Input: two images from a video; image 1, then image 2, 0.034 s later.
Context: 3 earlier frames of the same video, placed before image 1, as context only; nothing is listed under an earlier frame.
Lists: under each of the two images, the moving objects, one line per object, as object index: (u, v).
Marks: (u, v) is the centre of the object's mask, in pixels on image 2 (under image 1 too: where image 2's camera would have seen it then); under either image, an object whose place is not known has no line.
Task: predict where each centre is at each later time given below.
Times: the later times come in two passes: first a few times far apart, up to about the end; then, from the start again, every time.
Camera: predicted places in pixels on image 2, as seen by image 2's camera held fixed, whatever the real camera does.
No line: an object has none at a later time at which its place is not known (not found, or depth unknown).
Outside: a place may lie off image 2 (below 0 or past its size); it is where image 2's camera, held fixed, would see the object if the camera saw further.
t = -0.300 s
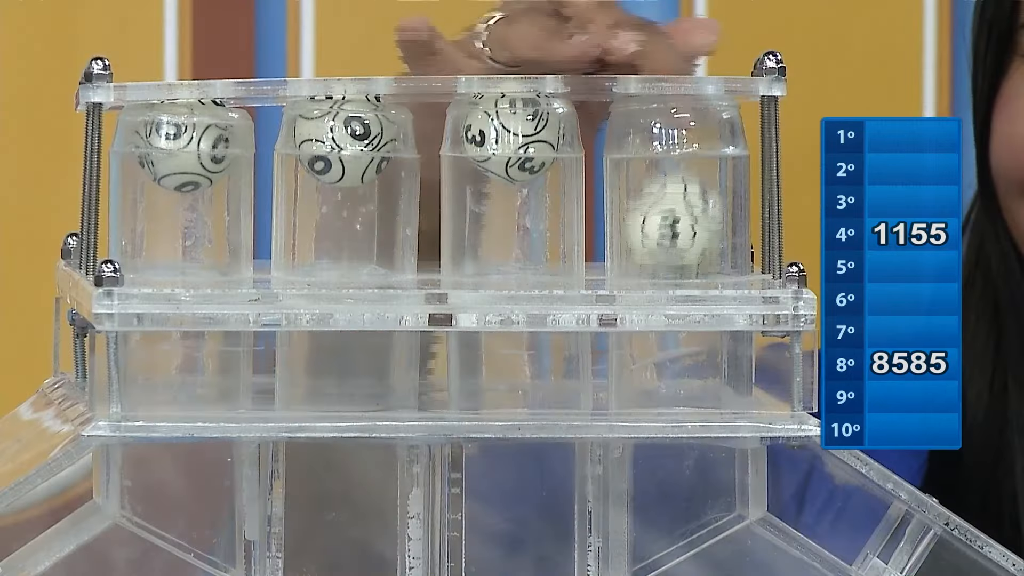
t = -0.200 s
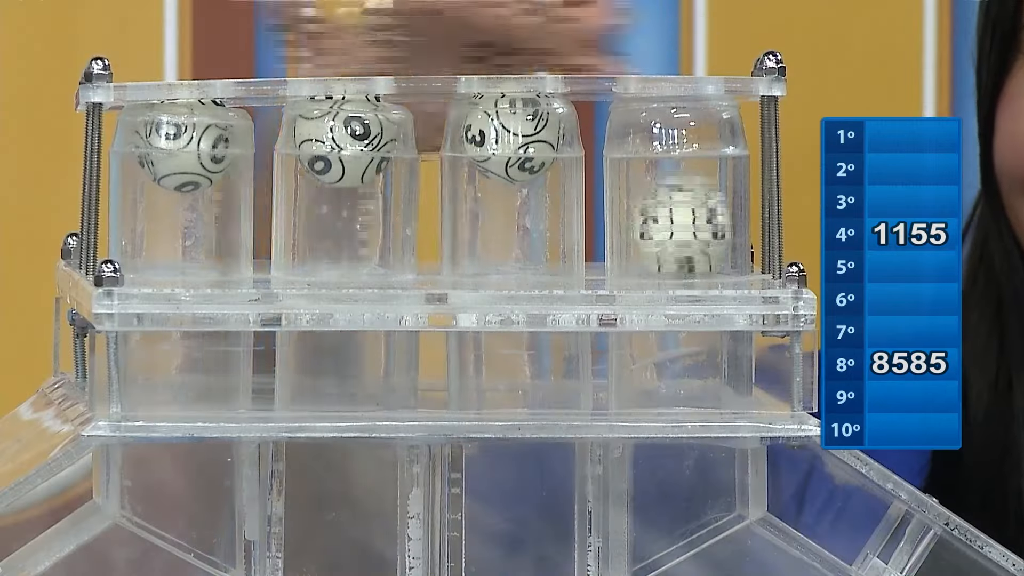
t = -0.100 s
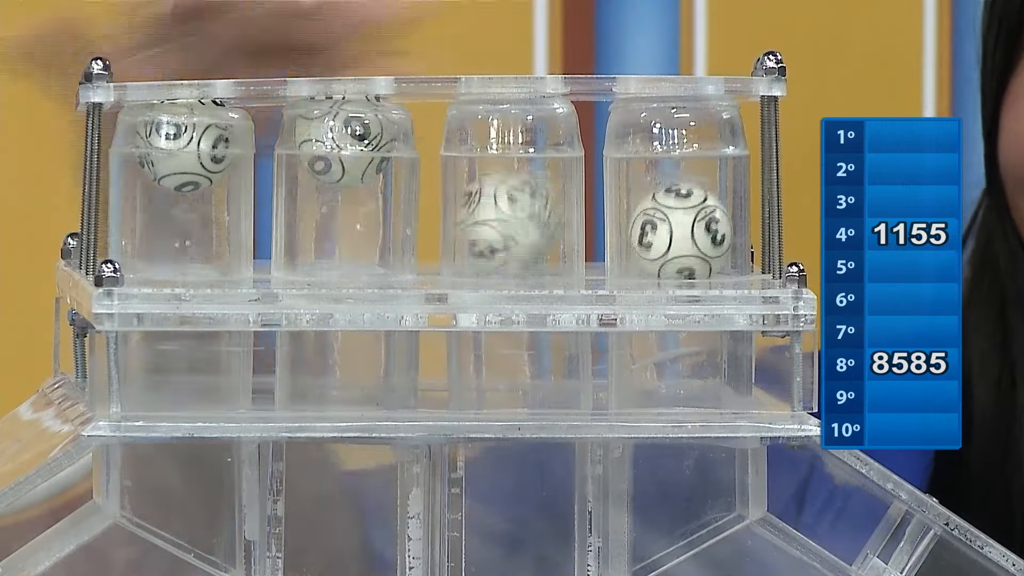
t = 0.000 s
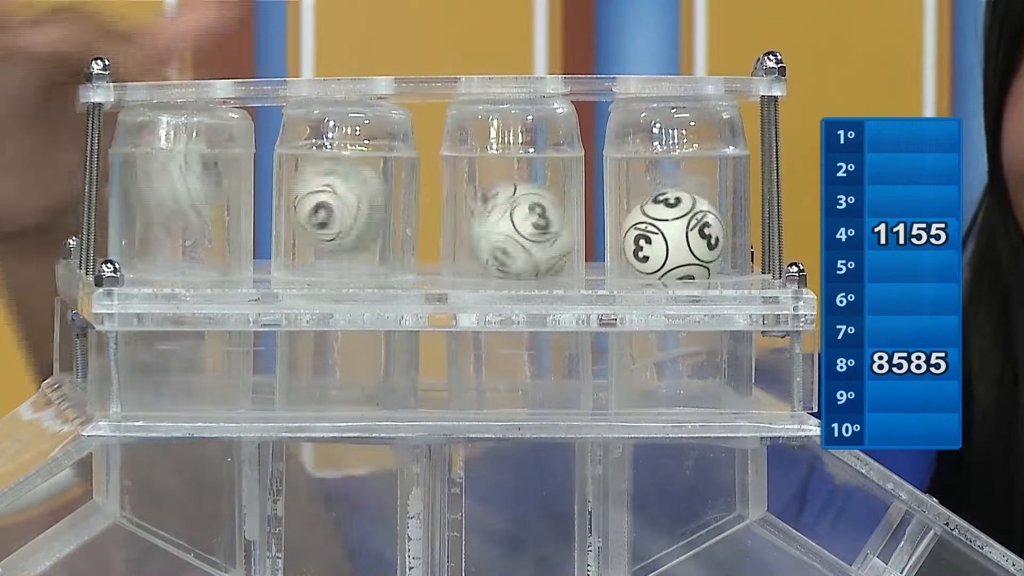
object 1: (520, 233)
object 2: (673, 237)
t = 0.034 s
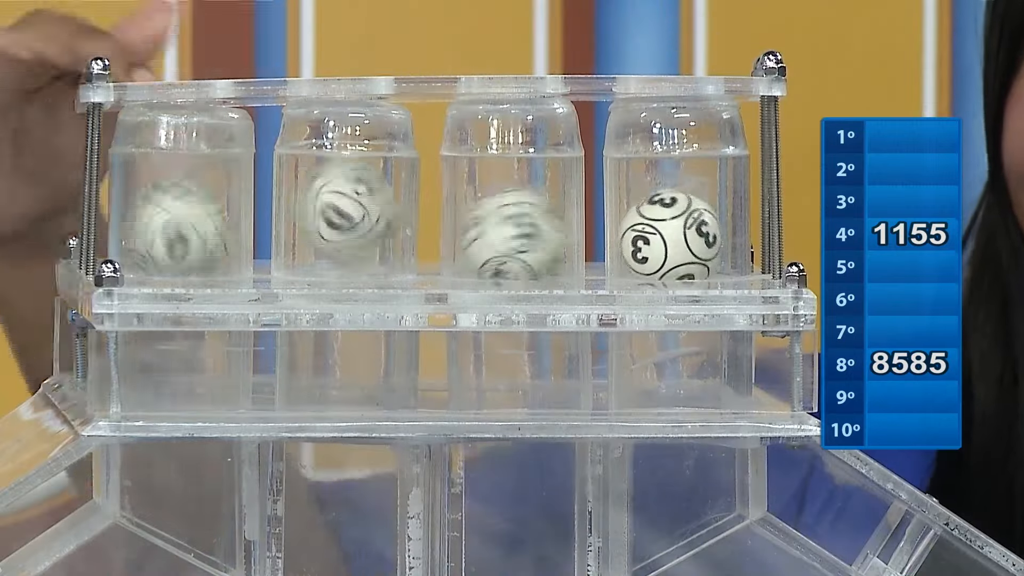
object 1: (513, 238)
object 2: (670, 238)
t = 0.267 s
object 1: (521, 238)
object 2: (671, 237)
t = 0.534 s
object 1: (503, 237)
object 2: (676, 237)
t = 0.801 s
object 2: (675, 238)
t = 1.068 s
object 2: (677, 238)
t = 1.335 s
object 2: (676, 238)
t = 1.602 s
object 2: (677, 238)
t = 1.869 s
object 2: (676, 238)
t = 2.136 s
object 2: (676, 238)
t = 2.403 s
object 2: (676, 238)
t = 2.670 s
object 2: (676, 238)
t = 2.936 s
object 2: (677, 238)
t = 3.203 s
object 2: (682, 237)
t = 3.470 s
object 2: (678, 238)
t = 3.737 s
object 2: (677, 237)
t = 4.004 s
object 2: (680, 237)
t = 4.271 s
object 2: (679, 238)
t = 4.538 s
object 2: (676, 238)
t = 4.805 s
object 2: (676, 238)
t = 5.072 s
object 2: (676, 238)
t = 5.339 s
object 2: (676, 238)
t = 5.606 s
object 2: (676, 238)
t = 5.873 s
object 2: (676, 238)
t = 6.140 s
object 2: (676, 238)
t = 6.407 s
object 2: (676, 238)
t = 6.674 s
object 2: (676, 238)
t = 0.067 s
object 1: (507, 237)
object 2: (669, 238)
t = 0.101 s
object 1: (505, 237)
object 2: (669, 237)
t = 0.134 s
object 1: (511, 239)
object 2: (669, 237)
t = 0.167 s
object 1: (516, 239)
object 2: (669, 237)
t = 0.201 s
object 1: (519, 238)
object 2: (670, 237)
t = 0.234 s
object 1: (521, 237)
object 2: (671, 237)
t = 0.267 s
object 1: (521, 238)
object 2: (671, 237)
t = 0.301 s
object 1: (518, 237)
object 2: (672, 238)
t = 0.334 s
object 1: (514, 236)
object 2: (672, 238)
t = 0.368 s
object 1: (511, 237)
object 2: (672, 238)
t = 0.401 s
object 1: (509, 237)
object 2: (672, 238)
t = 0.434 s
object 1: (506, 238)
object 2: (673, 238)
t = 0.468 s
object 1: (505, 237)
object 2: (674, 238)
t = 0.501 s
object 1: (503, 237)
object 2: (675, 238)
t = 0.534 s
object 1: (503, 237)
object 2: (676, 237)
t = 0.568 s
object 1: (503, 238)
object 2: (677, 238)
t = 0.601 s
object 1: (502, 238)
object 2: (677, 238)
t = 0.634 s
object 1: (503, 238)
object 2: (677, 238)
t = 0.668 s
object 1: (504, 238)
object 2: (677, 238)
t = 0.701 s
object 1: (507, 238)
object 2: (676, 238)
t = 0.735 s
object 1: (511, 238)
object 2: (676, 238)
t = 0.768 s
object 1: (514, 238)
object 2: (675, 238)
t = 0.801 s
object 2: (675, 238)
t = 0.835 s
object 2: (675, 238)
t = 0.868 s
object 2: (675, 238)
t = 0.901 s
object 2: (675, 238)
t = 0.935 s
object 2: (676, 238)
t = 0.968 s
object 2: (676, 238)
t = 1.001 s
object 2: (676, 238)
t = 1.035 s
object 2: (677, 238)
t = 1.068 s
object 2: (677, 238)
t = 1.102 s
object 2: (677, 238)
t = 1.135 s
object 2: (677, 238)
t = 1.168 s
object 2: (677, 238)
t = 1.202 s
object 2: (676, 238)
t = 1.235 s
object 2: (676, 238)
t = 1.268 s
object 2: (676, 238)
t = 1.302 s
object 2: (676, 238)
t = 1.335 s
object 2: (676, 238)
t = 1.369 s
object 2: (676, 238)
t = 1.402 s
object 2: (676, 238)
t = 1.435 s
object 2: (676, 238)
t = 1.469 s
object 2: (676, 238)
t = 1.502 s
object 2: (676, 238)
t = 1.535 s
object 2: (677, 238)
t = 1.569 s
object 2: (677, 238)
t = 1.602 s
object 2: (677, 238)
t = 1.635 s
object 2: (676, 238)
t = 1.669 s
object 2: (676, 238)
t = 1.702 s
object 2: (676, 238)
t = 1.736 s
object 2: (676, 238)
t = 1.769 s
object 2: (676, 238)
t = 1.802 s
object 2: (676, 238)
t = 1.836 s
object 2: (676, 238)
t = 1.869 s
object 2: (676, 238)
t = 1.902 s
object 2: (676, 238)
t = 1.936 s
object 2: (676, 238)
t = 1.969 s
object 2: (676, 238)
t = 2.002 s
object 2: (676, 238)
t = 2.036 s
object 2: (676, 238)
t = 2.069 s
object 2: (676, 238)
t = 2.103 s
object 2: (676, 238)
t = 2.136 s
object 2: (676, 238)
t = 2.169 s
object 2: (676, 238)
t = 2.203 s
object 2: (676, 238)
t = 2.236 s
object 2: (676, 238)
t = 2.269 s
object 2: (676, 238)
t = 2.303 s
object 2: (676, 238)
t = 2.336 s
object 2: (676, 238)
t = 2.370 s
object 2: (676, 238)
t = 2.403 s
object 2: (676, 238)
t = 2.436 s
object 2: (676, 238)
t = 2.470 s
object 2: (676, 238)
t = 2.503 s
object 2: (676, 238)
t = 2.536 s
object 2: (676, 238)
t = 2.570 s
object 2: (676, 238)
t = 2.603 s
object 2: (676, 238)
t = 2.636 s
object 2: (676, 238)
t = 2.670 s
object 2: (676, 238)
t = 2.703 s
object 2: (676, 238)
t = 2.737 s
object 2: (676, 238)
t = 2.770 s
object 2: (676, 238)
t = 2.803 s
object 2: (676, 238)
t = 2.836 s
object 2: (676, 238)
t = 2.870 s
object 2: (676, 238)
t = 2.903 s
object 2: (676, 238)
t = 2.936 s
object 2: (677, 238)
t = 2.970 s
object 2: (677, 238)
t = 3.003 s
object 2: (678, 238)
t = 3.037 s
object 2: (679, 238)
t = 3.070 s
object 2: (679, 238)
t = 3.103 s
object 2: (680, 238)
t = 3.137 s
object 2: (681, 238)
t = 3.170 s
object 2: (681, 237)
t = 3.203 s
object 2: (682, 237)
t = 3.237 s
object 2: (681, 237)
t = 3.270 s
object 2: (681, 237)
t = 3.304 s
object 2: (681, 237)
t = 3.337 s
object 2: (680, 238)
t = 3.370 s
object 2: (680, 238)
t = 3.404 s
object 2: (679, 238)
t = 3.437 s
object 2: (678, 238)
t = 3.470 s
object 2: (678, 238)
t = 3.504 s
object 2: (677, 238)
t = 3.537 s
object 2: (677, 237)
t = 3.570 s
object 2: (677, 237)
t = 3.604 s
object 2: (677, 237)
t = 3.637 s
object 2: (677, 237)
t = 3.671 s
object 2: (677, 237)
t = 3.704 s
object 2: (677, 237)
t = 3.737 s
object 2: (677, 237)
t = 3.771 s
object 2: (677, 237)
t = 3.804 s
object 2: (677, 237)
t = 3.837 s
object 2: (677, 237)
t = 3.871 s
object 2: (678, 237)
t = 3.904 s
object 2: (679, 237)
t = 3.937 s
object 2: (679, 238)
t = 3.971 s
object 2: (680, 238)
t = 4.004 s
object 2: (680, 237)
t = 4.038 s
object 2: (680, 237)
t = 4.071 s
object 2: (680, 237)
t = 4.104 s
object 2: (680, 237)
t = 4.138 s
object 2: (680, 237)
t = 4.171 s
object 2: (679, 237)
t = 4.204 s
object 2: (679, 237)
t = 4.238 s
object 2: (679, 238)
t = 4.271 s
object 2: (679, 238)
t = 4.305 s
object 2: (678, 238)
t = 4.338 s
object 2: (677, 238)
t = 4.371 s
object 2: (677, 238)
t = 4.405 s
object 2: (677, 238)
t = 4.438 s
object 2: (677, 237)
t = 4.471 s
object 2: (676, 238)
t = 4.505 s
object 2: (676, 238)
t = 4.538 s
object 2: (676, 238)
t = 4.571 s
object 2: (676, 238)
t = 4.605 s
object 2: (676, 238)
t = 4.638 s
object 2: (676, 238)
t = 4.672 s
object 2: (676, 238)
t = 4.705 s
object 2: (676, 238)
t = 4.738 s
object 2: (676, 238)
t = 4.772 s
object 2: (676, 238)
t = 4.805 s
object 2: (676, 238)
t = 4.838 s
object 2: (676, 238)
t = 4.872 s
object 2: (676, 238)
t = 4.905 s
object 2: (676, 238)
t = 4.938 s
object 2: (676, 238)
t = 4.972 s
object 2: (676, 238)
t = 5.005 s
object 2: (676, 238)
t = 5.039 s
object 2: (676, 238)
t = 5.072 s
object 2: (676, 238)
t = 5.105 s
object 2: (676, 238)
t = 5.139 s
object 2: (676, 238)
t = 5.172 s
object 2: (676, 238)
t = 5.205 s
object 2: (676, 238)
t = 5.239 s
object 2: (676, 238)
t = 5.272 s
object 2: (676, 238)
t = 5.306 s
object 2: (676, 238)
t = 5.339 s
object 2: (676, 238)
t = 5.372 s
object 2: (676, 238)
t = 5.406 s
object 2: (676, 238)
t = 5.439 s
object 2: (676, 238)
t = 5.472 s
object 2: (676, 238)
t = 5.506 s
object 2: (676, 238)
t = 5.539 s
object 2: (676, 238)
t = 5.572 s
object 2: (676, 238)
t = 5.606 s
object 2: (676, 238)
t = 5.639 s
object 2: (676, 238)
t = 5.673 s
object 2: (676, 238)
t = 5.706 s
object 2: (676, 238)
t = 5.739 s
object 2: (676, 238)
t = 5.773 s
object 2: (676, 238)
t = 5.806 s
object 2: (676, 238)
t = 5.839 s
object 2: (676, 238)
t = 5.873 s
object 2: (676, 238)
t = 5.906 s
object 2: (676, 238)
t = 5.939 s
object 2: (676, 238)
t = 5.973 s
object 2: (676, 238)
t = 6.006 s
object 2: (676, 238)
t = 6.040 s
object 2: (676, 238)
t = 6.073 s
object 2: (676, 238)
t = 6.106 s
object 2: (676, 238)
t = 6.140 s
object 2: (676, 238)
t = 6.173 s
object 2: (676, 238)
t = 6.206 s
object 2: (676, 238)
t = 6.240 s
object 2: (676, 238)
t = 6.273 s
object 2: (676, 238)
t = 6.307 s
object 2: (676, 238)
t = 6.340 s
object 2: (676, 238)
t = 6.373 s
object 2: (676, 238)
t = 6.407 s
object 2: (676, 238)
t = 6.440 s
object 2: (676, 238)
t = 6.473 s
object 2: (676, 238)
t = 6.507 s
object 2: (676, 238)
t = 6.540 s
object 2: (676, 238)
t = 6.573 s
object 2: (676, 238)
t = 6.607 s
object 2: (676, 238)
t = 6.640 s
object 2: (676, 238)
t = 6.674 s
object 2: (676, 238)
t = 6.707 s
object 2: (676, 238)
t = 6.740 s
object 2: (676, 238)
